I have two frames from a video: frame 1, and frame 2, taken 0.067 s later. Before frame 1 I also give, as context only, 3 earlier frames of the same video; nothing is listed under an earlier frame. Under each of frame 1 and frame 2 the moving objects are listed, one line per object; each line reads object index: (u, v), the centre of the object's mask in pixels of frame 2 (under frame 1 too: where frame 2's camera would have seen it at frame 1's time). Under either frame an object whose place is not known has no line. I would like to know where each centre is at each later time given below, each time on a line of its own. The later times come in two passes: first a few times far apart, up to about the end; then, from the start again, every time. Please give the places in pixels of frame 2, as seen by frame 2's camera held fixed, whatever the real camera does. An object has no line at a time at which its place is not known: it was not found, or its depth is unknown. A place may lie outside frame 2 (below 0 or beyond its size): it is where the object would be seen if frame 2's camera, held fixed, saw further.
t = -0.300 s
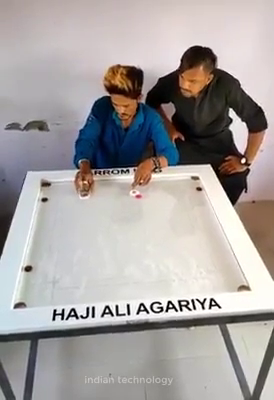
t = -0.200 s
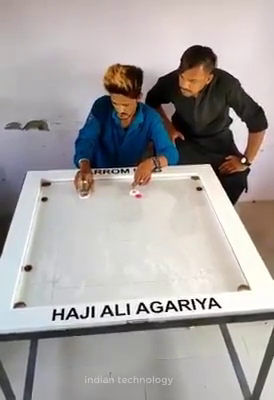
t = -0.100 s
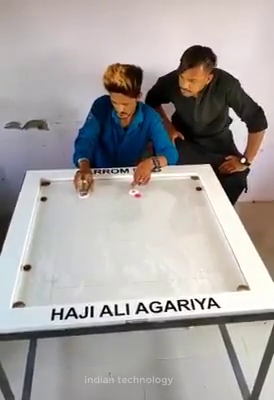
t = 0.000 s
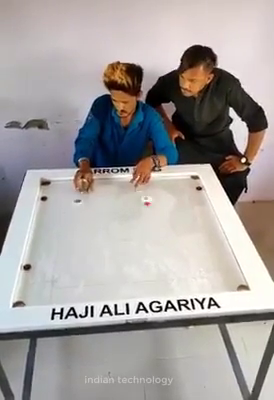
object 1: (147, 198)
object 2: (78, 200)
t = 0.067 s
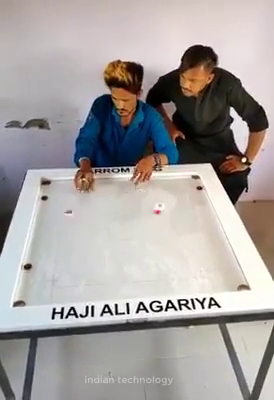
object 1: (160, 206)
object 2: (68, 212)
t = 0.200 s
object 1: (189, 222)
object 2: (46, 237)
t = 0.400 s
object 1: (214, 250)
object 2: (40, 269)
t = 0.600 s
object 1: (188, 280)
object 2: (63, 290)
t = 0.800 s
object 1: (153, 275)
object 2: (87, 286)
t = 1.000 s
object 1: (123, 252)
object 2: (109, 266)
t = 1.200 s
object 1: (97, 234)
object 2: (127, 249)
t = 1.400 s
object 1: (74, 217)
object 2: (143, 234)
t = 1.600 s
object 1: (57, 205)
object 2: (154, 224)
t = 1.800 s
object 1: (53, 202)
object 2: (157, 221)
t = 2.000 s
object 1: (50, 199)
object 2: (160, 219)
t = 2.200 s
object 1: (51, 198)
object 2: (164, 216)
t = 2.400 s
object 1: (54, 197)
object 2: (166, 214)
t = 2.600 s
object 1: (57, 196)
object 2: (169, 212)
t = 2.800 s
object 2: (171, 209)
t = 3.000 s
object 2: (174, 207)
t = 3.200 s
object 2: (176, 205)
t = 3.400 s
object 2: (179, 203)
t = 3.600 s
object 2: (182, 201)
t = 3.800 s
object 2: (184, 199)
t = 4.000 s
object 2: (186, 198)
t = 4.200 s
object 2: (188, 196)
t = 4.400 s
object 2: (190, 194)
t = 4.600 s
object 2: (192, 192)
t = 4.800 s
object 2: (194, 190)
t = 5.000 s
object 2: (194, 190)
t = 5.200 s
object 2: (194, 189)
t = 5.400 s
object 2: (194, 189)
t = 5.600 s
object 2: (193, 189)
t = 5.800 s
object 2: (193, 189)
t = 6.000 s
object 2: (193, 189)
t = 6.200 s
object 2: (193, 189)
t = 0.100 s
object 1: (167, 210)
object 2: (63, 218)
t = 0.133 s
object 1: (174, 214)
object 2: (58, 224)
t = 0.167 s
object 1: (182, 218)
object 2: (53, 230)
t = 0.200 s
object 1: (189, 222)
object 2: (46, 237)
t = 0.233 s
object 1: (197, 227)
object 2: (41, 244)
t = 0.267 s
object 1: (204, 231)
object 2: (33, 252)
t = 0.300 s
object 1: (212, 236)
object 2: (26, 266)
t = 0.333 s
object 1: (221, 240)
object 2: (33, 262)
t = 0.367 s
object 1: (218, 245)
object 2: (36, 266)
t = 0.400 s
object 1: (214, 250)
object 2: (40, 269)
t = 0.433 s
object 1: (210, 255)
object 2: (44, 272)
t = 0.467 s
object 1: (208, 258)
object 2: (47, 275)
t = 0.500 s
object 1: (202, 264)
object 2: (51, 279)
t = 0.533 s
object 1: (198, 269)
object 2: (55, 282)
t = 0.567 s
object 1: (193, 275)
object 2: (59, 286)
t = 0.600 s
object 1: (188, 280)
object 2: (63, 290)
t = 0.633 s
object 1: (183, 286)
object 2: (67, 294)
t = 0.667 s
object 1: (178, 291)
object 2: (71, 298)
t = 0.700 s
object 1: (171, 288)
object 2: (76, 298)
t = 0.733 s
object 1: (165, 284)
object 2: (79, 294)
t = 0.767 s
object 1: (159, 279)
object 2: (83, 290)
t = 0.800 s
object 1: (153, 275)
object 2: (87, 286)
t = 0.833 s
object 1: (147, 271)
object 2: (91, 282)
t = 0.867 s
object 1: (141, 267)
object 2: (95, 278)
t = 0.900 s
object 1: (136, 262)
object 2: (99, 275)
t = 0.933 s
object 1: (131, 259)
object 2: (102, 272)
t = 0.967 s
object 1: (126, 255)
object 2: (106, 268)
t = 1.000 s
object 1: (123, 252)
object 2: (109, 266)
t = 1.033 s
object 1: (118, 249)
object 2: (112, 263)
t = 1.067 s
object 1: (114, 245)
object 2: (115, 260)
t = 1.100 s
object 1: (109, 242)
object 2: (118, 257)
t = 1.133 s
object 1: (105, 239)
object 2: (121, 254)
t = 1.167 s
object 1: (101, 236)
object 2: (124, 252)
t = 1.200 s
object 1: (97, 234)
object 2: (127, 249)
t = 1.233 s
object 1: (92, 231)
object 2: (130, 246)
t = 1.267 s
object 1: (88, 228)
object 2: (132, 243)
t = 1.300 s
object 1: (84, 225)
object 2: (135, 241)
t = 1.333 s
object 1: (80, 222)
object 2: (138, 238)
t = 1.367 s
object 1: (77, 219)
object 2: (141, 236)
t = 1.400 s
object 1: (74, 217)
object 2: (143, 234)
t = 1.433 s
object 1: (70, 214)
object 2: (145, 232)
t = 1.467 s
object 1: (67, 212)
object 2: (147, 230)
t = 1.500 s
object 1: (64, 210)
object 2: (149, 228)
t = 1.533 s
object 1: (60, 208)
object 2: (152, 226)
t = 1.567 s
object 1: (58, 206)
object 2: (154, 225)
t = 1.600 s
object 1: (57, 205)
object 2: (154, 224)
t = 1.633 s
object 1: (56, 205)
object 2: (154, 224)
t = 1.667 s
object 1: (56, 204)
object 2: (155, 223)
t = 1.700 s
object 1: (55, 204)
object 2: (156, 222)
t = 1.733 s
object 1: (54, 203)
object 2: (156, 222)
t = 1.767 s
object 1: (54, 203)
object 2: (157, 222)
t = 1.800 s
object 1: (53, 202)
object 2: (157, 221)
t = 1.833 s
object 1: (52, 202)
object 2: (157, 221)
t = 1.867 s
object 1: (51, 201)
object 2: (158, 220)
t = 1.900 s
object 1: (51, 201)
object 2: (159, 220)
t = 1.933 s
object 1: (50, 200)
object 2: (160, 220)
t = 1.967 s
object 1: (50, 200)
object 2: (160, 219)
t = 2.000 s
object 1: (50, 199)
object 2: (160, 219)
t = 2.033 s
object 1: (50, 199)
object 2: (161, 218)
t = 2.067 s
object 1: (50, 199)
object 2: (162, 218)
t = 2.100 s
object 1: (50, 199)
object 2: (162, 218)
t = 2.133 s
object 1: (50, 198)
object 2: (163, 217)
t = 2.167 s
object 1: (51, 198)
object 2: (163, 217)
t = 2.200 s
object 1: (51, 198)
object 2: (164, 216)
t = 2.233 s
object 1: (51, 198)
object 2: (164, 216)
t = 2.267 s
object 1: (52, 198)
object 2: (164, 216)
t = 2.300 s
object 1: (52, 197)
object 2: (165, 215)
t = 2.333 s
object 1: (53, 197)
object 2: (165, 215)
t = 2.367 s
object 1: (54, 197)
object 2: (166, 214)
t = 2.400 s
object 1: (54, 197)
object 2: (166, 214)
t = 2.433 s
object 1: (55, 197)
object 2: (167, 214)
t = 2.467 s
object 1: (55, 197)
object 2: (167, 213)
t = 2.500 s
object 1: (55, 197)
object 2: (168, 213)
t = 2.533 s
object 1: (56, 197)
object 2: (168, 213)
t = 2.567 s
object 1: (57, 196)
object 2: (169, 212)
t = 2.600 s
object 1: (57, 196)
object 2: (169, 212)
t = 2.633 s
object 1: (58, 196)
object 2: (169, 212)
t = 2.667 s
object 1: (58, 196)
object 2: (170, 211)
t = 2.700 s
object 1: (59, 196)
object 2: (170, 211)
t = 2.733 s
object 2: (171, 211)
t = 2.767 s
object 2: (171, 210)
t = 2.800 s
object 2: (171, 209)
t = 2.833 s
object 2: (171, 209)
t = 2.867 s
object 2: (172, 209)
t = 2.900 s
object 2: (173, 208)
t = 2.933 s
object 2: (173, 208)
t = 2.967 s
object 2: (173, 208)
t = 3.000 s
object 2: (174, 207)
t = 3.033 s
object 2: (174, 207)
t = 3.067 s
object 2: (175, 206)
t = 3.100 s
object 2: (175, 206)
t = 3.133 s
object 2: (175, 206)
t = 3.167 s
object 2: (176, 205)
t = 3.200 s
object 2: (176, 205)
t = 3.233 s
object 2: (177, 205)
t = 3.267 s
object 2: (177, 204)
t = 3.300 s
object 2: (178, 204)
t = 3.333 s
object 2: (178, 204)
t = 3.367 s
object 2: (178, 203)
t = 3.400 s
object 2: (179, 203)
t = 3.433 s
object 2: (179, 203)
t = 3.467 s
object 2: (180, 202)
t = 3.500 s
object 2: (180, 202)
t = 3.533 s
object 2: (181, 201)
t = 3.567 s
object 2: (181, 201)
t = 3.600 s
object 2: (182, 201)
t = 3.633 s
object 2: (182, 201)
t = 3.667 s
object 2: (183, 200)
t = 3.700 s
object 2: (183, 200)
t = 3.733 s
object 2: (184, 200)
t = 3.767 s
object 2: (184, 199)
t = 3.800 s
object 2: (184, 199)
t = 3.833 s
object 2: (185, 199)
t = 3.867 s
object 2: (185, 199)
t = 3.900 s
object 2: (185, 198)
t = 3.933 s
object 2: (186, 198)
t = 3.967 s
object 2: (186, 198)
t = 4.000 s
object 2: (186, 198)
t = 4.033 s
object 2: (187, 197)
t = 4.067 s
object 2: (187, 197)
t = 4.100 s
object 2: (187, 196)
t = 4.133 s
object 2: (188, 196)
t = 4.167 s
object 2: (188, 196)
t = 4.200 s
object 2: (188, 196)
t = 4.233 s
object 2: (189, 196)
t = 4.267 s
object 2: (189, 195)
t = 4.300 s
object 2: (189, 195)
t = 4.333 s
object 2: (189, 194)
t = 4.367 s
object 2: (190, 194)
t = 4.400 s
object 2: (190, 194)
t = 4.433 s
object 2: (190, 193)
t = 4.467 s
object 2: (191, 193)
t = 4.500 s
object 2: (191, 193)
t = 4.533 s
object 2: (191, 193)
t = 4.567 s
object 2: (192, 192)
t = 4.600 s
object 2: (192, 192)
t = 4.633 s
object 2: (192, 192)
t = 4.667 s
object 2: (192, 191)
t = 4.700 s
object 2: (193, 191)
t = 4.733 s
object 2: (193, 191)
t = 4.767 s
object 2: (193, 191)
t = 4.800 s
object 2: (194, 190)
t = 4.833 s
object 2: (194, 190)
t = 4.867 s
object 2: (194, 190)
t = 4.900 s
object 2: (194, 190)
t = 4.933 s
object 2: (194, 190)
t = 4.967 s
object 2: (194, 190)
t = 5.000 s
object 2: (194, 190)
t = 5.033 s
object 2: (194, 189)
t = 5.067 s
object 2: (194, 189)
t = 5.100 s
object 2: (194, 189)
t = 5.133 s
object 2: (194, 189)
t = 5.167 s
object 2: (194, 189)
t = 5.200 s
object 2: (194, 189)
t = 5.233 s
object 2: (194, 189)
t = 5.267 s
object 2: (194, 189)
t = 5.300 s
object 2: (194, 189)
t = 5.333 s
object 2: (194, 189)
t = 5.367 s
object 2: (194, 189)
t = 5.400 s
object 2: (194, 189)
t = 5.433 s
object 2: (194, 189)
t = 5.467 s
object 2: (193, 189)
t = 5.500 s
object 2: (193, 189)
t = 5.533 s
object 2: (193, 189)
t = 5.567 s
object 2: (193, 189)
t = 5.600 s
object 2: (193, 189)
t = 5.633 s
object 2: (193, 189)
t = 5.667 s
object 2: (193, 189)
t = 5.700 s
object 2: (193, 189)
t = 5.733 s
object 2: (193, 189)
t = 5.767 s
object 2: (193, 190)
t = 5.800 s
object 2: (193, 189)
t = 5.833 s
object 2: (193, 189)
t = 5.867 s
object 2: (193, 189)
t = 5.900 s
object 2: (193, 189)
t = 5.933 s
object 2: (193, 189)
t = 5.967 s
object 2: (193, 189)
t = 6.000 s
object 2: (193, 189)
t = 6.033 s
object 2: (193, 189)
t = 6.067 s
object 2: (193, 189)
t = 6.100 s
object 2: (193, 189)
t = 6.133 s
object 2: (193, 189)
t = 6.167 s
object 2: (193, 189)
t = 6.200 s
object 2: (193, 189)
